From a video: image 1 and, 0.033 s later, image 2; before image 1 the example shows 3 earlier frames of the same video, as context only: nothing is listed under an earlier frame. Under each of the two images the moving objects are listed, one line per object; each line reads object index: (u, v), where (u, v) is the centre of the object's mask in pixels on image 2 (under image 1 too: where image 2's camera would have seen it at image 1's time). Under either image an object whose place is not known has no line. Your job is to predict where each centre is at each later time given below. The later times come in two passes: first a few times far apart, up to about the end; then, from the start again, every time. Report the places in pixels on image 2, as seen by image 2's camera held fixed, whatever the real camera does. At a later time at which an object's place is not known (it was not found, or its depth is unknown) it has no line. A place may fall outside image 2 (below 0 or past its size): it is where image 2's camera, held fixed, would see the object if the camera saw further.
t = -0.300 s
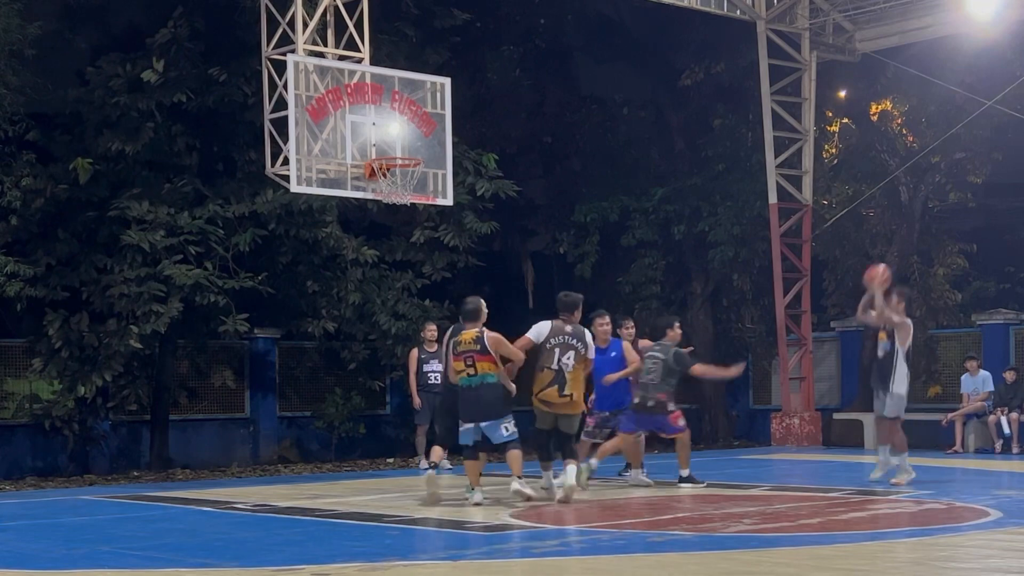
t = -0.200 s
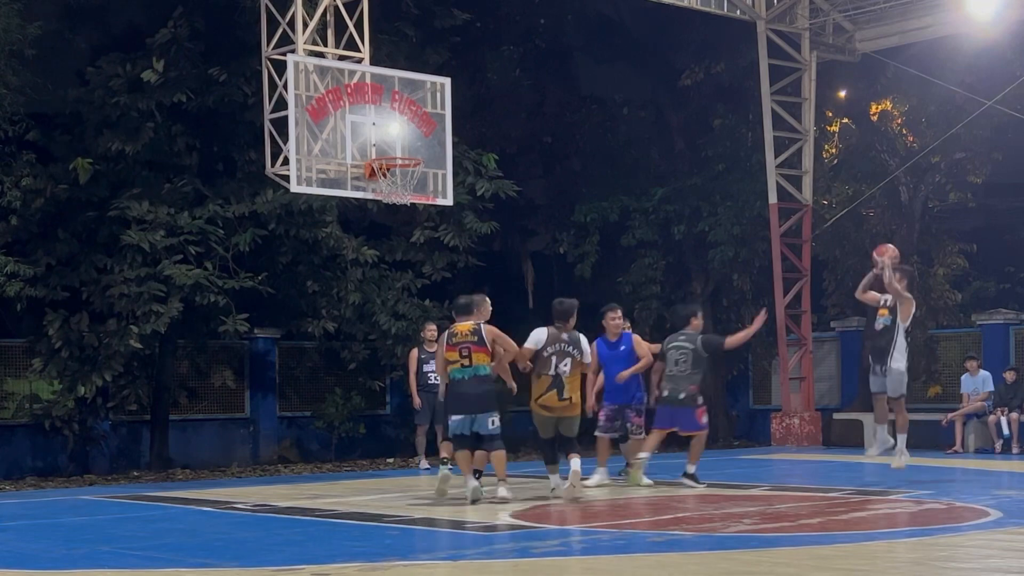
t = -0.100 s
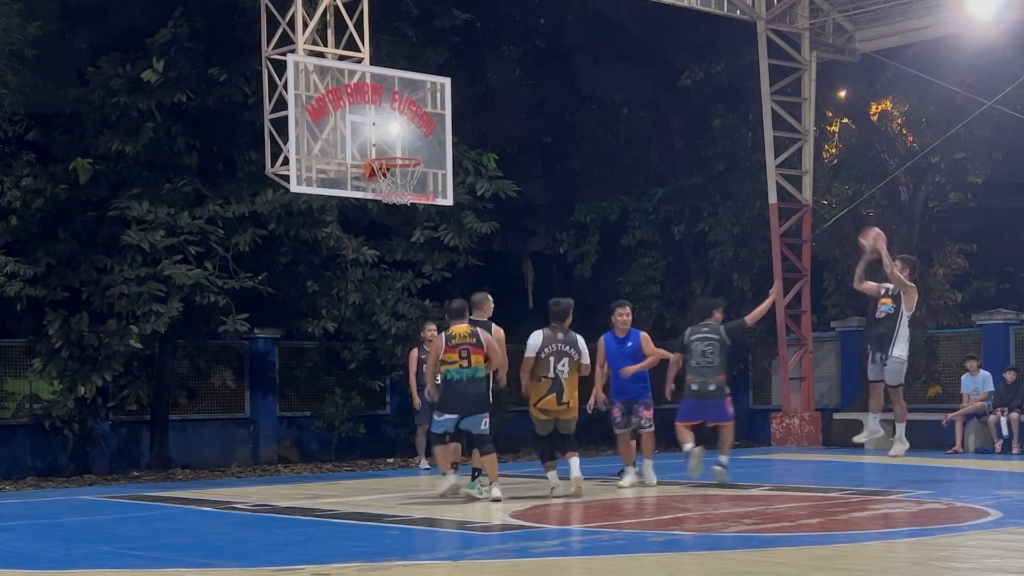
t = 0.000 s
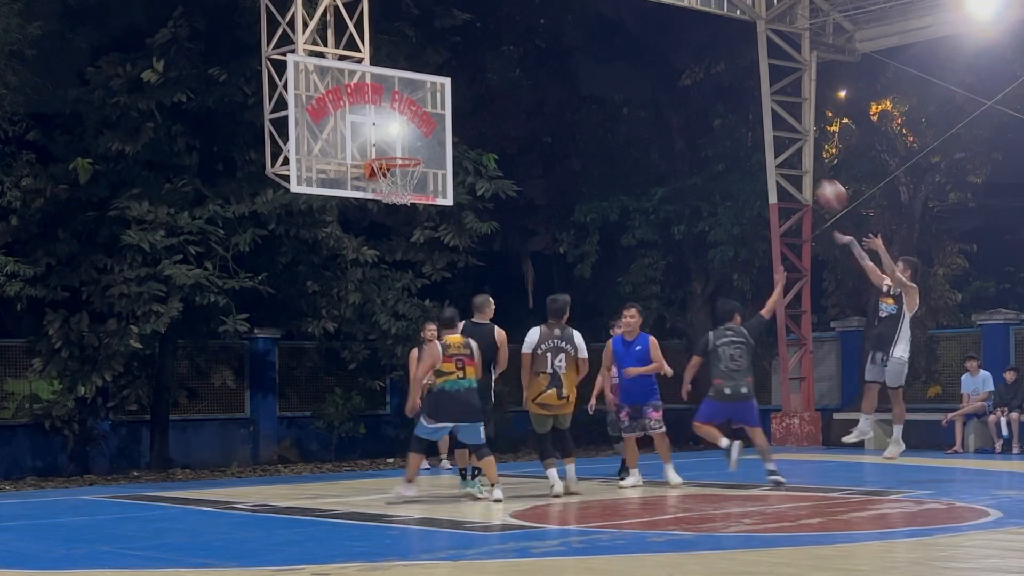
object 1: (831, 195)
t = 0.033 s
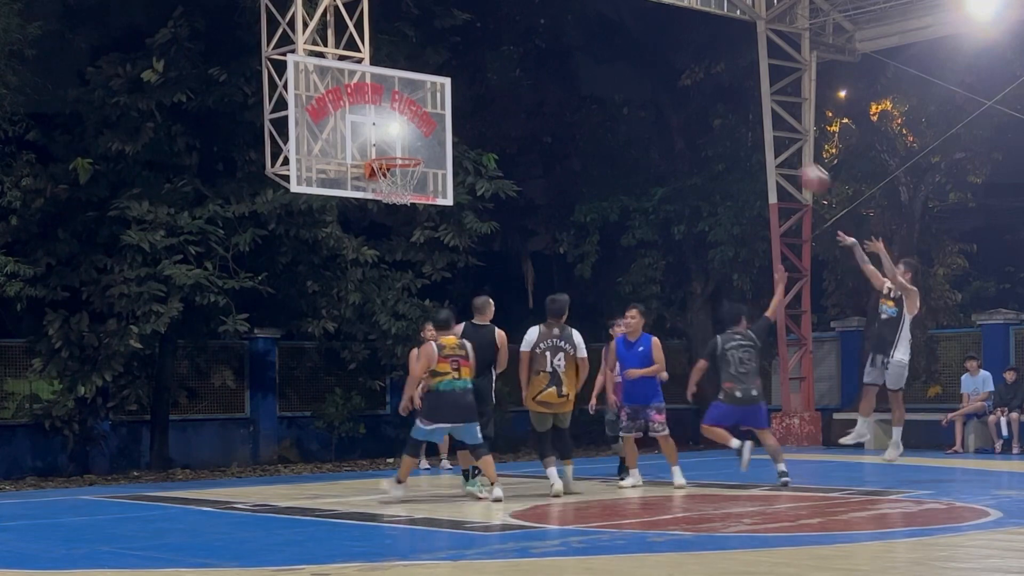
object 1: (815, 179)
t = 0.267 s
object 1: (694, 98)
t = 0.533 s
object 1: (560, 77)
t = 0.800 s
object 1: (432, 130)
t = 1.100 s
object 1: (384, 199)
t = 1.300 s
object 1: (398, 253)
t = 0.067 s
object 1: (796, 163)
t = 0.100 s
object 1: (779, 149)
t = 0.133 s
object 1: (761, 136)
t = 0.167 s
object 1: (744, 125)
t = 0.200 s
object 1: (727, 115)
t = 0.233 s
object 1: (710, 106)
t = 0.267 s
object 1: (694, 98)
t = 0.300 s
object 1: (677, 91)
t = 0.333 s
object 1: (660, 86)
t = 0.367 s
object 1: (643, 81)
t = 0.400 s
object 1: (626, 78)
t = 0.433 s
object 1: (610, 76)
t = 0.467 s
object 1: (593, 75)
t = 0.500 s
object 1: (576, 76)
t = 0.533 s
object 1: (560, 77)
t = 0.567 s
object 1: (544, 80)
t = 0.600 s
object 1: (528, 84)
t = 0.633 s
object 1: (511, 88)
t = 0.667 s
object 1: (495, 94)
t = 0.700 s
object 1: (480, 102)
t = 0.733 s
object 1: (465, 110)
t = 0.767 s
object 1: (450, 119)
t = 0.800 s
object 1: (432, 130)
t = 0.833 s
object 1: (418, 142)
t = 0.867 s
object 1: (403, 156)
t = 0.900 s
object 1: (386, 171)
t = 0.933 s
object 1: (377, 178)
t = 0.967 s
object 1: (376, 182)
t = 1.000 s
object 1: (377, 186)
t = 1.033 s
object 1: (379, 188)
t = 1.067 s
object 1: (381, 194)
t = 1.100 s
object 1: (384, 199)
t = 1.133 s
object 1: (387, 206)
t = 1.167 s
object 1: (389, 214)
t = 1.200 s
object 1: (391, 222)
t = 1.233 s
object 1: (394, 231)
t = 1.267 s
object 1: (396, 242)
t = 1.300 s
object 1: (398, 253)
